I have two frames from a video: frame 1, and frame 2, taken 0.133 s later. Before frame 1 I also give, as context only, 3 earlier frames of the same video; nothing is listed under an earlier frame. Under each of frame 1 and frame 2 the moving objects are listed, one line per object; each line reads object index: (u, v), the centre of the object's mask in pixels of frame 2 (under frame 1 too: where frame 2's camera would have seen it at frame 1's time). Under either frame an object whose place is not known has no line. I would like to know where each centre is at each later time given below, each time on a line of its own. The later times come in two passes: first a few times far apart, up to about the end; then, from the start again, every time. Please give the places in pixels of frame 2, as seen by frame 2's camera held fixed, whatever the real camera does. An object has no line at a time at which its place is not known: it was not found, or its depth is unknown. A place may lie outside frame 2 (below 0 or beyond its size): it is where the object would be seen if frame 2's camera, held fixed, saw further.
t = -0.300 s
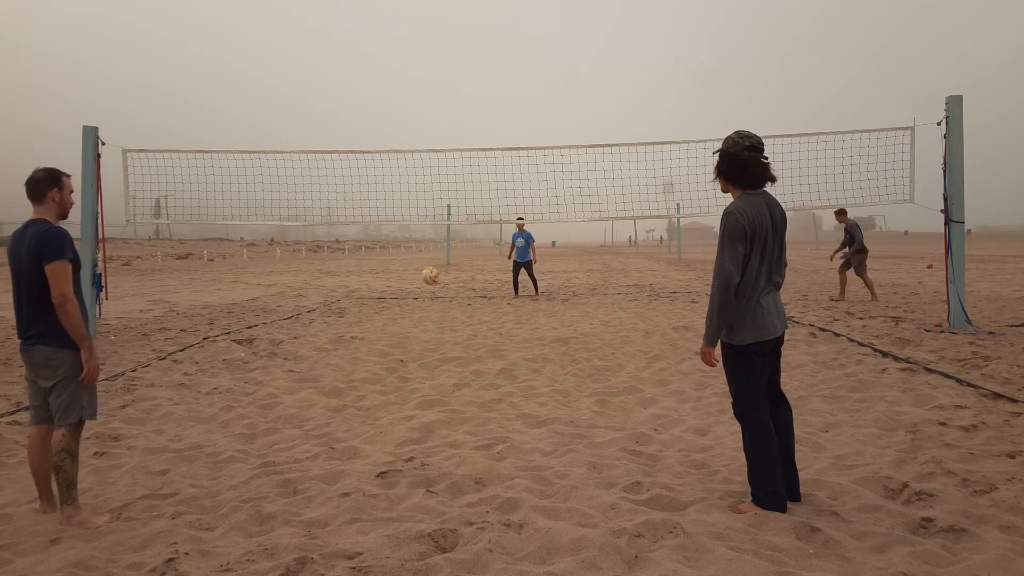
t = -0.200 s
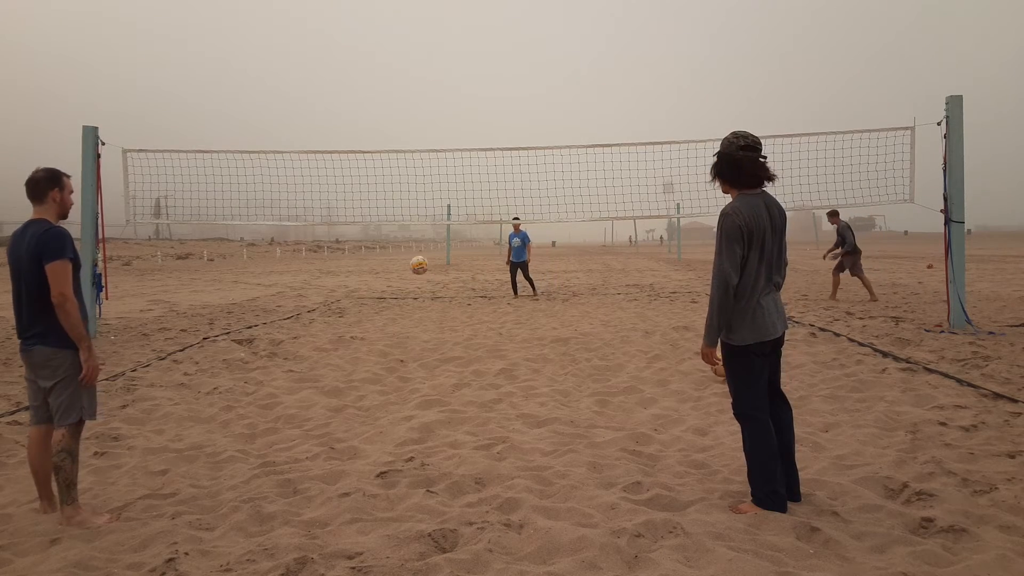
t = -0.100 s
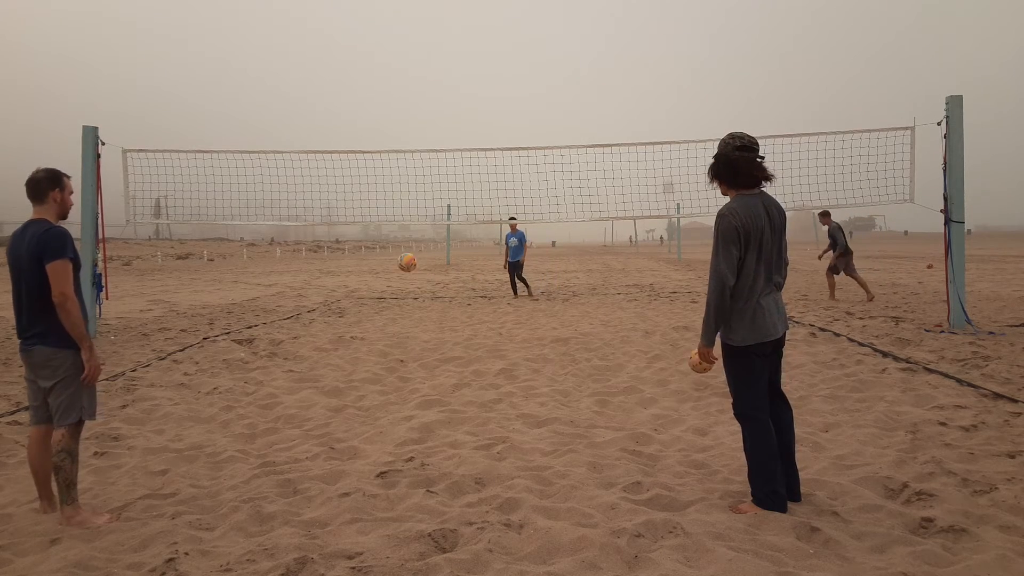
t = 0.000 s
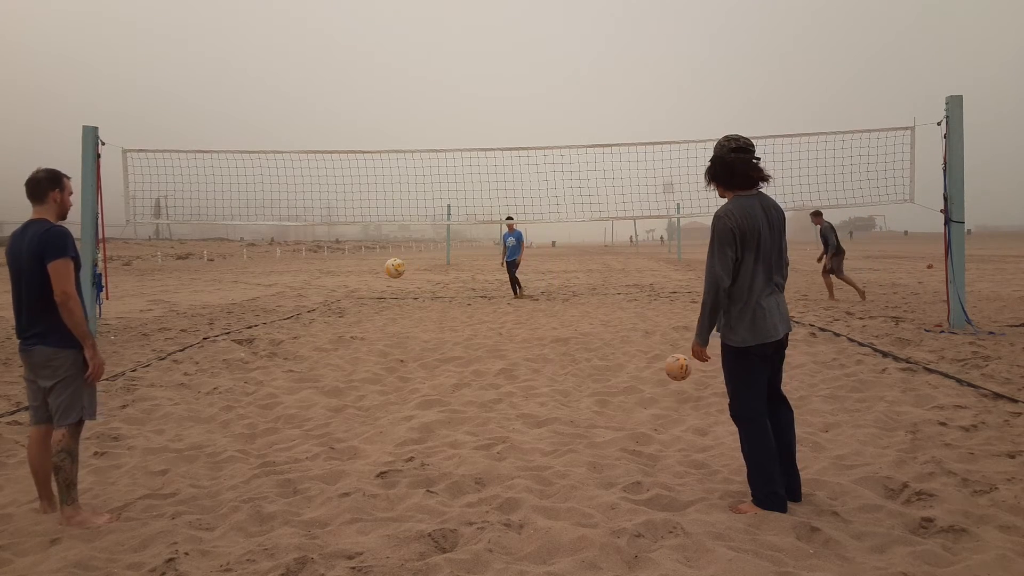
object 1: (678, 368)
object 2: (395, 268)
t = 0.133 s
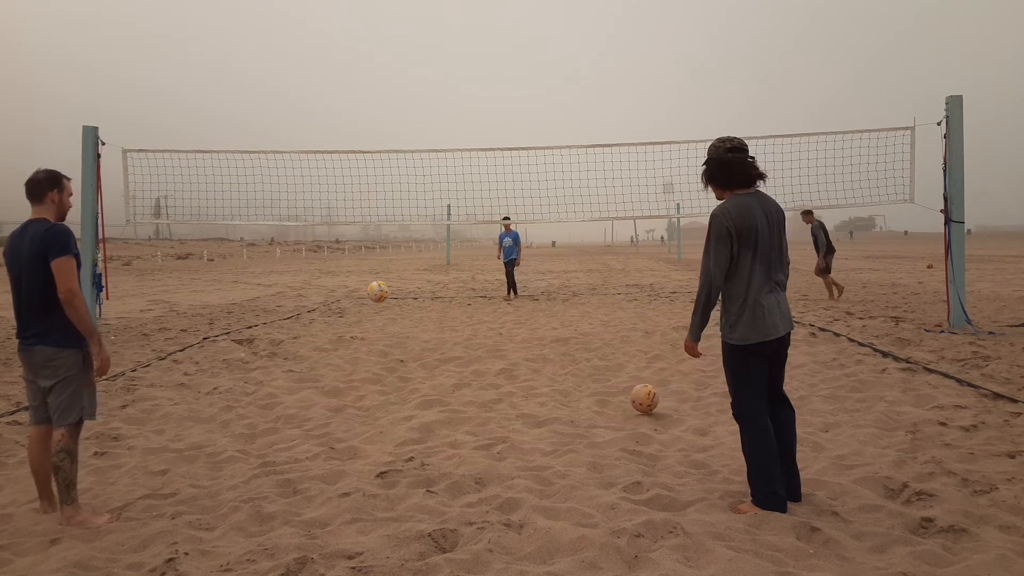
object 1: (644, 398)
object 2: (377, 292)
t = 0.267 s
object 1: (606, 413)
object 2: (360, 335)
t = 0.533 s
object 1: (526, 435)
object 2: (303, 353)
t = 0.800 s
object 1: (442, 428)
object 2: (228, 385)
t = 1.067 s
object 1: (339, 476)
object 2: (151, 419)
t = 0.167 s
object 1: (635, 403)
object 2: (374, 300)
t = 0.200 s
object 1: (626, 405)
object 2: (369, 311)
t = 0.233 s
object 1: (616, 408)
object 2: (365, 323)
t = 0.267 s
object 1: (606, 413)
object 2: (360, 335)
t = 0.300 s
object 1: (595, 417)
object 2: (356, 349)
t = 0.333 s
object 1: (587, 415)
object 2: (351, 365)
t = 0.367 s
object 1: (577, 413)
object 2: (345, 373)
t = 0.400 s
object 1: (568, 414)
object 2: (338, 367)
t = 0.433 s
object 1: (558, 416)
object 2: (329, 362)
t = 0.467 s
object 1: (547, 421)
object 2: (321, 358)
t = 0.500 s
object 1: (536, 427)
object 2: (312, 355)
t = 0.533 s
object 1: (526, 435)
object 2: (303, 353)
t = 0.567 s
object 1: (515, 438)
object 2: (295, 352)
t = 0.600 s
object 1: (506, 432)
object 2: (286, 353)
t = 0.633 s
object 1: (495, 426)
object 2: (277, 355)
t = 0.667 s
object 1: (485, 423)
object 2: (268, 358)
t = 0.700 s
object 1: (475, 421)
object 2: (258, 362)
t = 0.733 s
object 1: (464, 422)
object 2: (248, 368)
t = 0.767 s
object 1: (453, 424)
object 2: (239, 376)
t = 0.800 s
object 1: (442, 428)
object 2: (228, 385)
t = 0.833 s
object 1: (431, 434)
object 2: (219, 395)
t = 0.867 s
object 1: (418, 442)
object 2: (209, 405)
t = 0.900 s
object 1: (407, 453)
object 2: (199, 410)
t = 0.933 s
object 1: (395, 466)
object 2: (189, 410)
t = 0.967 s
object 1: (381, 473)
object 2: (179, 410)
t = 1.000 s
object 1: (366, 474)
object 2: (170, 411)
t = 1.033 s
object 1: (353, 474)
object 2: (160, 414)
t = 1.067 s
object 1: (339, 476)
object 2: (151, 419)
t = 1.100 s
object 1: (325, 481)
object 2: (143, 417)
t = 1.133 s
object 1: (310, 488)
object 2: (135, 416)
